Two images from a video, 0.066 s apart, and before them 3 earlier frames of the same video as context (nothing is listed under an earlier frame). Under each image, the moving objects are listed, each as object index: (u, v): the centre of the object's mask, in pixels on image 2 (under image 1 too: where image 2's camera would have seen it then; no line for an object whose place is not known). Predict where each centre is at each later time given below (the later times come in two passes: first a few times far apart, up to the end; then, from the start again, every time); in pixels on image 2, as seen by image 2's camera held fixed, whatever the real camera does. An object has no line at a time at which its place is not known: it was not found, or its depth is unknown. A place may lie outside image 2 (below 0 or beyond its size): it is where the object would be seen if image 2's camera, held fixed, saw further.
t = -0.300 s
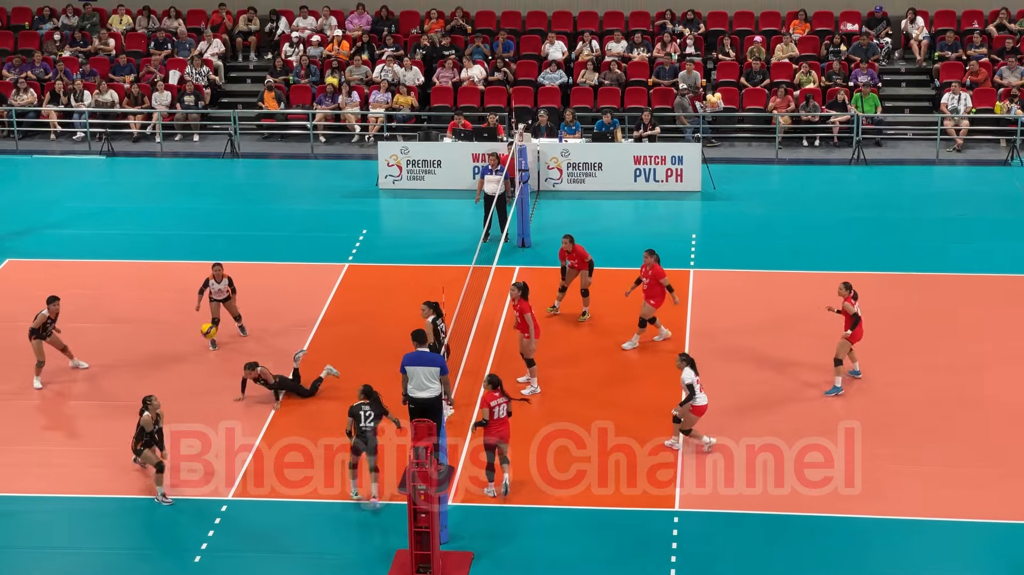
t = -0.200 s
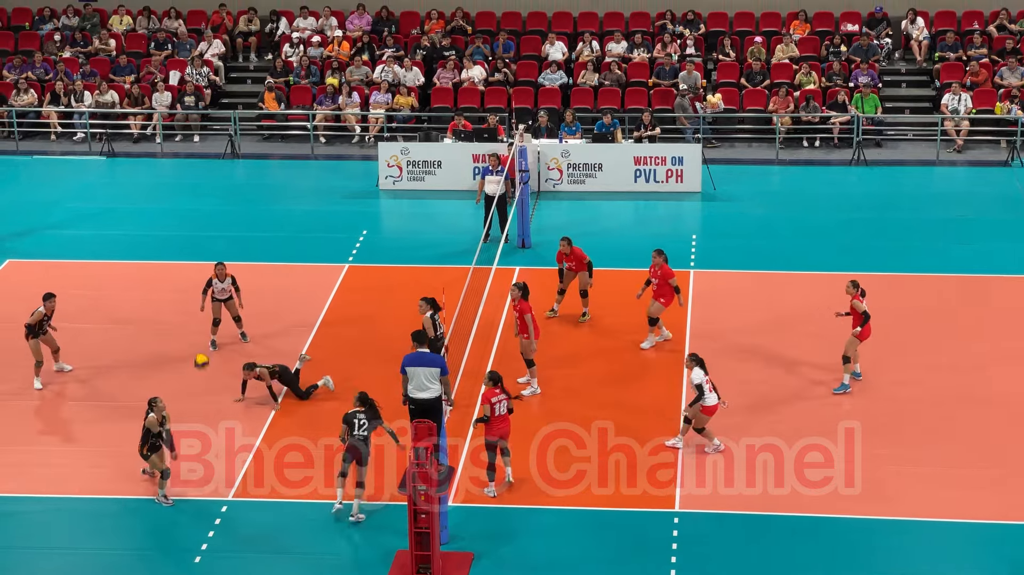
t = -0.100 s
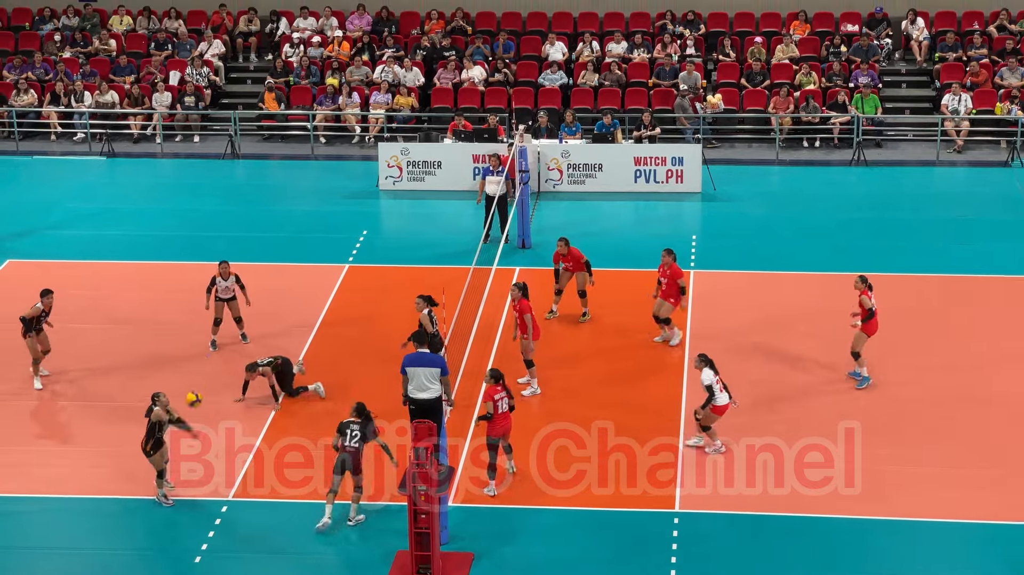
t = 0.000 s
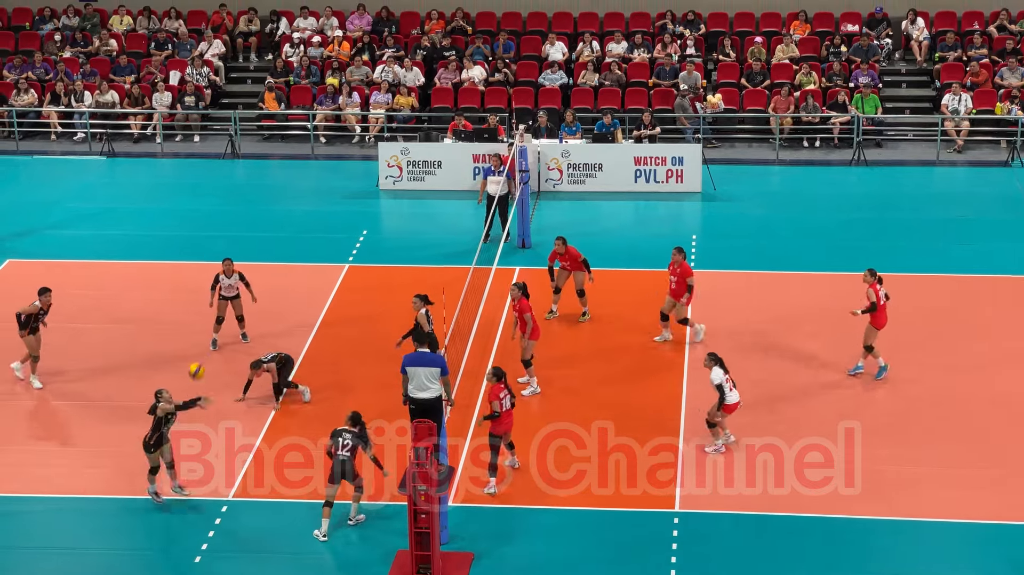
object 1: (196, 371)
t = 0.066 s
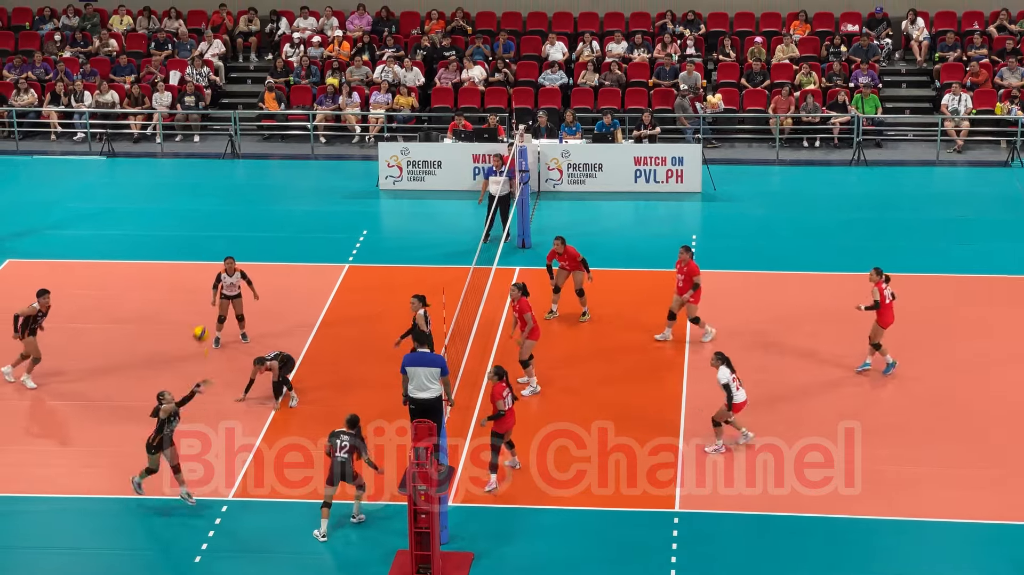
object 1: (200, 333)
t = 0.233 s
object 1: (213, 256)
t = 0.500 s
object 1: (235, 176)
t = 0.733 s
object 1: (257, 149)
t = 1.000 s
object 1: (284, 167)
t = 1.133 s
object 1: (297, 194)
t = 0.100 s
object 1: (203, 316)
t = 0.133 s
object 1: (205, 300)
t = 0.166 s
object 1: (208, 285)
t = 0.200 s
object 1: (210, 271)
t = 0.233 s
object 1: (213, 256)
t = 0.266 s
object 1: (216, 244)
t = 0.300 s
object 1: (219, 231)
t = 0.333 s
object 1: (222, 220)
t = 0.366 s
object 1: (224, 209)
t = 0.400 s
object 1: (227, 200)
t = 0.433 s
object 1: (230, 191)
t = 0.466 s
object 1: (233, 183)
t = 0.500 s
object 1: (235, 176)
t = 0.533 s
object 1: (238, 170)
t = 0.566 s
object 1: (241, 164)
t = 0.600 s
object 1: (244, 159)
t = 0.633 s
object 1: (248, 155)
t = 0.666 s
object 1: (250, 152)
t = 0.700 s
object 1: (254, 150)
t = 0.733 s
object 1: (257, 149)
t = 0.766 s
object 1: (260, 148)
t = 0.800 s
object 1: (264, 148)
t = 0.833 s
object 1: (267, 149)
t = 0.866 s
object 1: (270, 151)
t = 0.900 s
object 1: (273, 154)
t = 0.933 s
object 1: (277, 157)
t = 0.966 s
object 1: (280, 162)
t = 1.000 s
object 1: (284, 167)
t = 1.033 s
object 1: (287, 172)
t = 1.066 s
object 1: (291, 179)
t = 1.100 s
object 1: (294, 186)
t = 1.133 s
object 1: (297, 194)
